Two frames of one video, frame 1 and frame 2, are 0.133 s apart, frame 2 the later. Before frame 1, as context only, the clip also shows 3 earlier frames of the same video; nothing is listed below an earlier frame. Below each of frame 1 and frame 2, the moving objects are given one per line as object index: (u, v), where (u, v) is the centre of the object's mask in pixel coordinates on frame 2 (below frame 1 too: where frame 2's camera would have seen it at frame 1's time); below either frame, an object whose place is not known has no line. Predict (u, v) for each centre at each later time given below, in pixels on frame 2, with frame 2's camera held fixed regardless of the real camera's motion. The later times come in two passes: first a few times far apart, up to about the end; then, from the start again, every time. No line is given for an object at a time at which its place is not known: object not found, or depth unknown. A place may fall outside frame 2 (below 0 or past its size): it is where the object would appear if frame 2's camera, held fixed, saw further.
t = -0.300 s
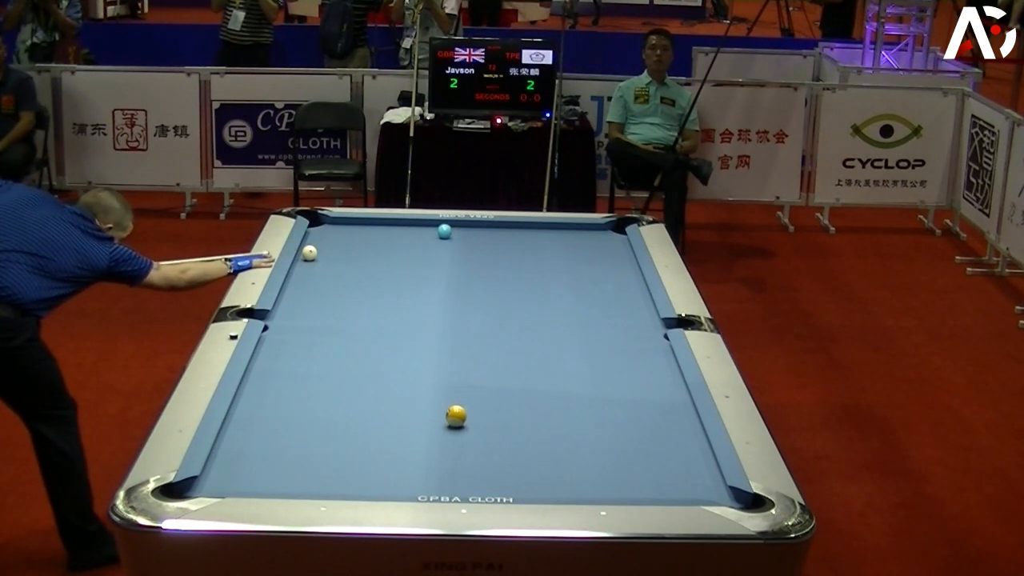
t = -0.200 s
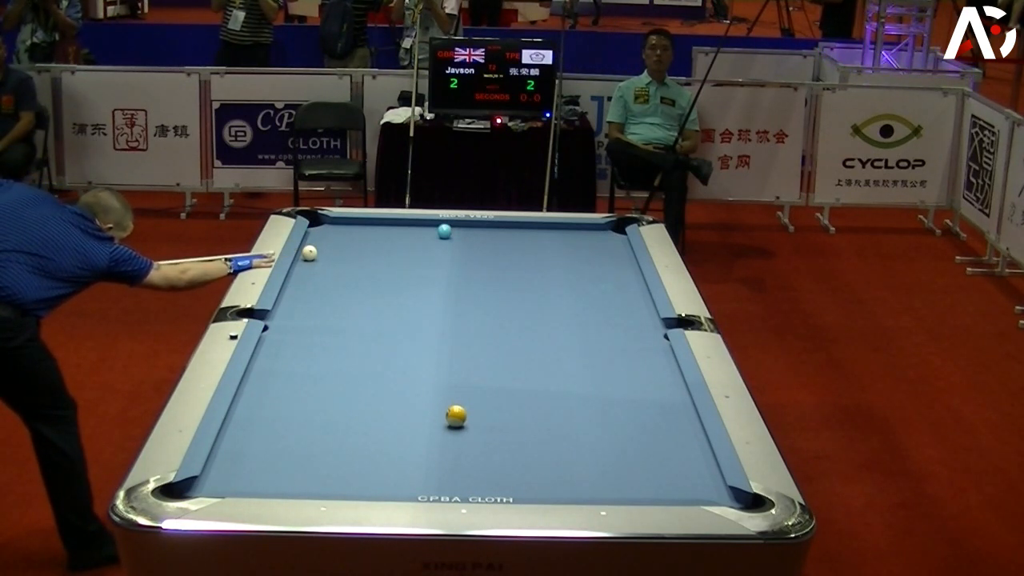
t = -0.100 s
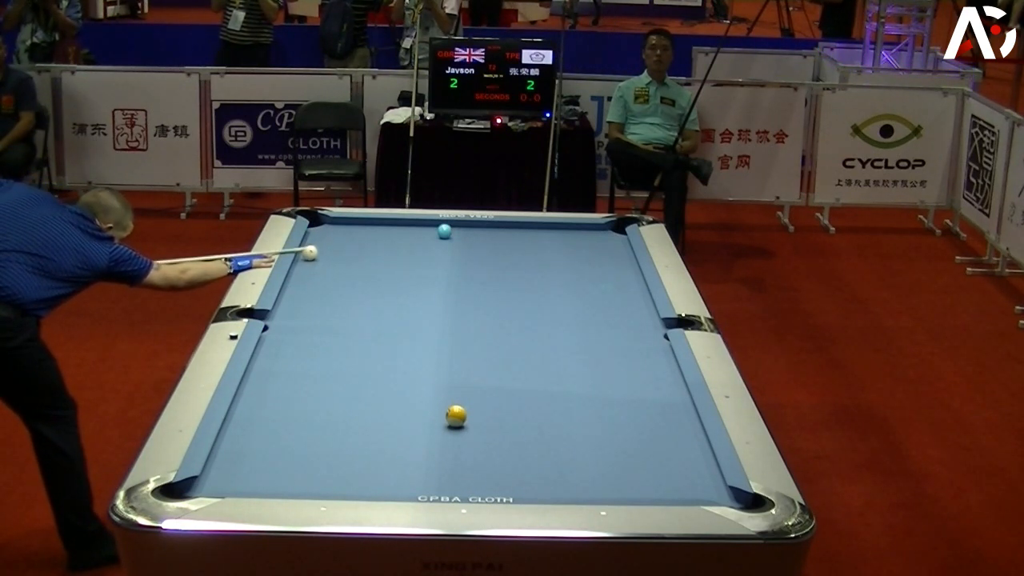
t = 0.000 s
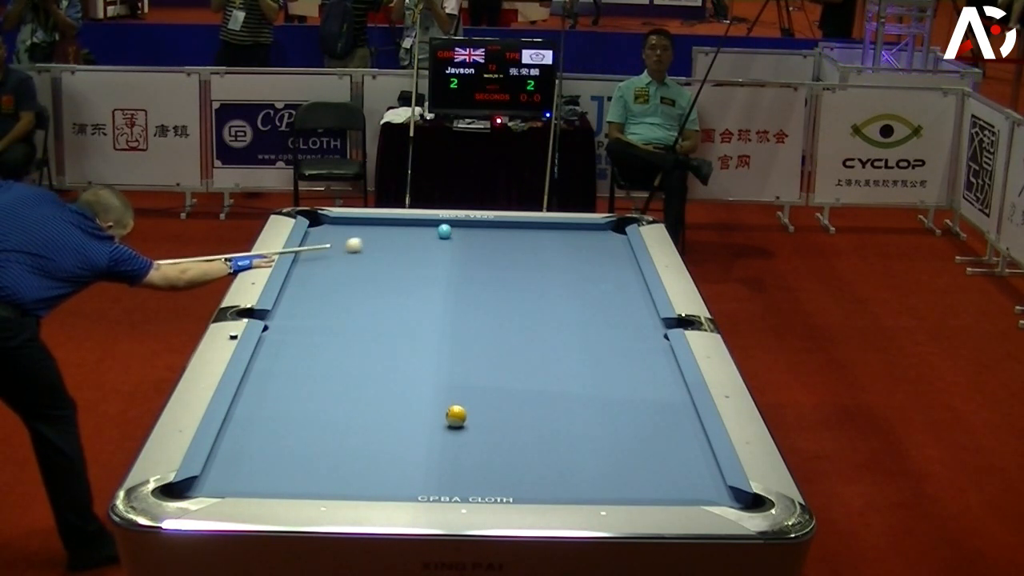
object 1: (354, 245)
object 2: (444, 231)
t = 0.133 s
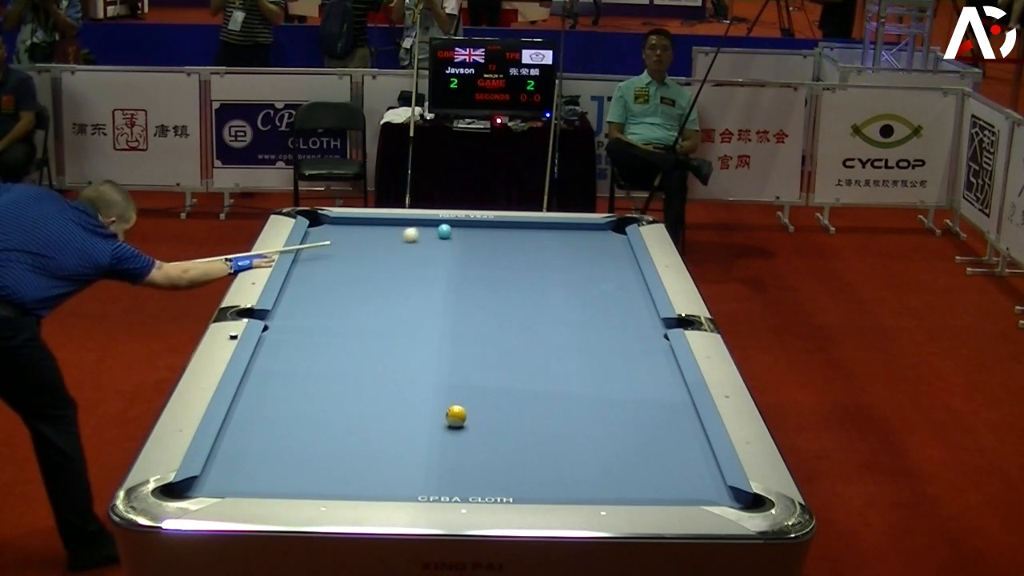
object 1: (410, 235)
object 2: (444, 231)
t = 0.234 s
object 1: (430, 228)
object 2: (465, 231)
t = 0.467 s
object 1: (436, 229)
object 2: (538, 230)
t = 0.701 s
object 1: (445, 236)
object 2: (600, 228)
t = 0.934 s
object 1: (454, 244)
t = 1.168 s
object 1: (463, 251)
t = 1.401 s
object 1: (472, 258)
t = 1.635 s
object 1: (480, 266)
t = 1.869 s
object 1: (488, 273)
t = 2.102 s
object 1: (496, 280)
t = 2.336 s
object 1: (504, 287)
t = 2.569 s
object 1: (512, 293)
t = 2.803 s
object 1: (519, 299)
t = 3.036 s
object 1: (525, 305)
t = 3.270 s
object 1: (532, 312)
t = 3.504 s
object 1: (538, 317)
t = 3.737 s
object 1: (543, 322)
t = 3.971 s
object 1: (549, 327)
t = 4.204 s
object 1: (553, 332)
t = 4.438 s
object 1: (558, 336)
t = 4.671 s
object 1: (562, 340)
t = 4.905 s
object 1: (565, 343)
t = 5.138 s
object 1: (568, 346)
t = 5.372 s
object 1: (570, 349)
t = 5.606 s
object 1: (572, 350)
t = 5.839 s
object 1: (574, 352)
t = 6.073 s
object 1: (575, 353)
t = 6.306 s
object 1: (575, 353)
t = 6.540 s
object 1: (575, 354)
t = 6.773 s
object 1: (575, 354)
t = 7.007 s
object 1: (574, 354)
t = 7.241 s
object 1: (574, 354)
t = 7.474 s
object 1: (574, 354)
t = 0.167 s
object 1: (424, 232)
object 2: (444, 231)
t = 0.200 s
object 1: (429, 230)
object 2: (452, 231)
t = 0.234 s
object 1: (430, 228)
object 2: (465, 231)
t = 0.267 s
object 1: (430, 226)
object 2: (478, 231)
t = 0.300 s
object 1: (431, 224)
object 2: (489, 230)
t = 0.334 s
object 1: (432, 223)
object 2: (500, 230)
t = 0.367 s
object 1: (433, 225)
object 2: (511, 230)
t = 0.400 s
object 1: (434, 226)
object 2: (520, 230)
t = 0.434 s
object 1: (435, 227)
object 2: (529, 230)
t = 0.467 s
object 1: (436, 229)
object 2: (538, 230)
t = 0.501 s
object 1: (437, 229)
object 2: (547, 229)
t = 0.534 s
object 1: (439, 230)
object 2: (556, 230)
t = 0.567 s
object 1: (440, 232)
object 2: (565, 229)
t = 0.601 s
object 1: (441, 233)
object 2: (574, 229)
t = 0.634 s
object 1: (442, 234)
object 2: (583, 229)
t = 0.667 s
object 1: (444, 235)
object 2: (591, 228)
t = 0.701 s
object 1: (445, 236)
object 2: (600, 228)
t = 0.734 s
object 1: (446, 237)
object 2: (608, 228)
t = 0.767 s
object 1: (448, 238)
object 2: (617, 228)
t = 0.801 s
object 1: (449, 239)
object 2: (622, 227)
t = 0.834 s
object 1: (450, 240)
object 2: (622, 227)
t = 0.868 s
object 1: (451, 241)
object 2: (621, 228)
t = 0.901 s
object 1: (453, 242)
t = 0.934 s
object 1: (454, 244)
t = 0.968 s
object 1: (455, 245)
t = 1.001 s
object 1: (457, 246)
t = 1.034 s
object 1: (458, 247)
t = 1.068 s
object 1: (459, 248)
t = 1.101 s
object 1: (460, 249)
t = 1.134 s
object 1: (462, 250)
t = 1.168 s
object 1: (463, 251)
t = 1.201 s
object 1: (464, 252)
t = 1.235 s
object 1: (465, 253)
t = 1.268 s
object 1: (467, 254)
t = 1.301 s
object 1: (468, 255)
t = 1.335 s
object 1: (469, 256)
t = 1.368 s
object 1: (470, 257)
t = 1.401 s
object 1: (472, 258)
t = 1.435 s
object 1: (473, 259)
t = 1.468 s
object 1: (474, 261)
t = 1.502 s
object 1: (475, 261)
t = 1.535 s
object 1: (476, 262)
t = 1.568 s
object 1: (478, 263)
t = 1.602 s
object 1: (479, 264)
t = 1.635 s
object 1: (480, 266)
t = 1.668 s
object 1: (481, 266)
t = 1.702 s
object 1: (482, 268)
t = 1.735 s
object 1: (484, 268)
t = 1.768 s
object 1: (485, 270)
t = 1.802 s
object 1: (486, 271)
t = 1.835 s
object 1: (487, 272)
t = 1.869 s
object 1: (488, 273)
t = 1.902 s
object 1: (489, 274)
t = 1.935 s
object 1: (490, 275)
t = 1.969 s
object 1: (492, 276)
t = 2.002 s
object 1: (493, 277)
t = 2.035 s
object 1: (494, 278)
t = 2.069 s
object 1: (495, 279)
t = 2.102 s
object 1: (496, 280)
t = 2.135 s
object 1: (497, 281)
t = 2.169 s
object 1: (499, 282)
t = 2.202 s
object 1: (500, 283)
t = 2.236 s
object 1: (501, 284)
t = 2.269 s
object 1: (502, 284)
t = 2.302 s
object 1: (503, 285)
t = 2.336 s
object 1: (504, 287)
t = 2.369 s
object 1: (505, 288)
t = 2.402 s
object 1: (506, 288)
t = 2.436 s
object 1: (507, 289)
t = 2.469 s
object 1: (508, 290)
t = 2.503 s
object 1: (509, 291)
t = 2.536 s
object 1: (510, 292)
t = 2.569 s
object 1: (512, 293)
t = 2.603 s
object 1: (512, 294)
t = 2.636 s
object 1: (513, 295)
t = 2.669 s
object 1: (515, 296)
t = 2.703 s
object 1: (516, 297)
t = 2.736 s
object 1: (517, 298)
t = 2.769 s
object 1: (518, 299)
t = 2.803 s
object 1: (519, 299)
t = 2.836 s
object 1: (519, 300)
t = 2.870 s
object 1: (520, 301)
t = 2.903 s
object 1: (521, 302)
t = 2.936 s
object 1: (522, 303)
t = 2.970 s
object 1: (523, 304)
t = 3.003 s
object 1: (524, 305)
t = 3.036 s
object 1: (525, 305)
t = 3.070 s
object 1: (526, 306)
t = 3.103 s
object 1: (527, 307)
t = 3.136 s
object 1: (528, 308)
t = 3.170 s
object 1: (529, 309)
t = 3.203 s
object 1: (530, 310)
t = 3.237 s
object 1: (531, 311)
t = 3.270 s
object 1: (532, 312)
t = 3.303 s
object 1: (533, 313)
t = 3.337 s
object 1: (533, 313)
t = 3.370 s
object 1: (534, 314)
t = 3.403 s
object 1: (535, 315)
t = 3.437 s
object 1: (536, 316)
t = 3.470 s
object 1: (537, 316)
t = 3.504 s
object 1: (538, 317)
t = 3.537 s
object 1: (538, 318)
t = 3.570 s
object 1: (539, 319)
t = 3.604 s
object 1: (540, 319)
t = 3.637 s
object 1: (541, 320)
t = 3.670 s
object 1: (542, 321)
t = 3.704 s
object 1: (543, 322)
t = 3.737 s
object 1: (543, 322)
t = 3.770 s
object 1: (544, 323)
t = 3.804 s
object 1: (545, 324)
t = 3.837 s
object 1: (546, 325)
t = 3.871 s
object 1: (546, 325)
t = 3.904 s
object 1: (547, 326)
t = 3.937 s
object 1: (548, 327)
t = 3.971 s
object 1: (549, 327)
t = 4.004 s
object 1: (550, 328)
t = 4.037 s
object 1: (550, 329)
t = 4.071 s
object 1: (551, 329)
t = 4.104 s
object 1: (552, 330)
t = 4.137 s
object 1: (552, 331)
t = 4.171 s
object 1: (553, 331)
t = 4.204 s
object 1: (553, 332)
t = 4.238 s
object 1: (554, 333)
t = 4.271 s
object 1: (555, 333)
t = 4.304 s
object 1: (556, 334)
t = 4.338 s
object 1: (556, 334)
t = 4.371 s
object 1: (557, 335)
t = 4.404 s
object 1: (557, 335)
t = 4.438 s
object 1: (558, 336)
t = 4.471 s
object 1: (558, 337)
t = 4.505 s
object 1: (559, 337)
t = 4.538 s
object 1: (559, 338)
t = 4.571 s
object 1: (560, 338)
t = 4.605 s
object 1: (561, 339)
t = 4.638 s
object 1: (561, 339)
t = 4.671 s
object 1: (562, 340)
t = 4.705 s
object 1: (562, 340)
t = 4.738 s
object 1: (563, 341)
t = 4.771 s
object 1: (563, 341)
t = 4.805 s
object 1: (564, 342)
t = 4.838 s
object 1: (564, 342)
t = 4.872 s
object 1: (565, 343)
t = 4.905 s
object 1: (565, 343)
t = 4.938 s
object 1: (566, 344)
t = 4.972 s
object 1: (566, 344)
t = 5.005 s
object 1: (566, 345)
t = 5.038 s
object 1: (567, 345)
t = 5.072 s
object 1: (567, 345)
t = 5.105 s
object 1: (568, 346)
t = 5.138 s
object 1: (568, 346)
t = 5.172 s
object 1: (568, 347)
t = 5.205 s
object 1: (569, 347)
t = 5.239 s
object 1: (569, 347)
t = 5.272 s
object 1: (570, 348)
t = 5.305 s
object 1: (570, 348)
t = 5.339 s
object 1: (570, 348)
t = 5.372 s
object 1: (570, 349)
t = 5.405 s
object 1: (571, 349)
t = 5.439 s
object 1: (571, 349)
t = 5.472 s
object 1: (571, 349)
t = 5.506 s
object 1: (571, 350)
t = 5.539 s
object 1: (572, 350)
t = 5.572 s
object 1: (572, 350)
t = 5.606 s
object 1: (572, 350)
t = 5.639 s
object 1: (573, 351)
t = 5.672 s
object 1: (573, 351)
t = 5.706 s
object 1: (573, 351)
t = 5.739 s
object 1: (573, 351)
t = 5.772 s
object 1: (573, 352)
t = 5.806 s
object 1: (573, 352)
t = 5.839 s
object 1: (574, 352)
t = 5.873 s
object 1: (574, 352)
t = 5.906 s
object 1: (574, 352)
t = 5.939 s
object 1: (574, 352)
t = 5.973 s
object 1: (574, 352)
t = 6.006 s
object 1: (574, 353)
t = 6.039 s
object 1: (575, 353)
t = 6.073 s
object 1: (575, 353)
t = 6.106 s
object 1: (575, 353)
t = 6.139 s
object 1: (575, 353)
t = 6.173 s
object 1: (575, 353)
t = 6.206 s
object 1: (575, 353)
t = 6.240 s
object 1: (575, 353)
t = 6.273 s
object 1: (575, 353)
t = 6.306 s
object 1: (575, 353)
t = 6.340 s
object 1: (575, 353)
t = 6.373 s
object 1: (575, 354)
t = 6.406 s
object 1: (575, 354)
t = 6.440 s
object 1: (575, 354)
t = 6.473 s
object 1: (575, 354)
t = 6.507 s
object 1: (575, 354)
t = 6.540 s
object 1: (575, 354)
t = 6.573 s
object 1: (575, 354)
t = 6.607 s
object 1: (575, 353)
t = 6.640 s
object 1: (575, 353)
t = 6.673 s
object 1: (575, 354)
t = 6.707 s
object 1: (575, 353)
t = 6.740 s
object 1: (575, 354)
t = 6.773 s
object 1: (575, 354)
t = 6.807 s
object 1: (575, 354)
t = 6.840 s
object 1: (575, 354)
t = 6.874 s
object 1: (575, 354)
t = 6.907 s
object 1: (574, 354)
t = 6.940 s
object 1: (574, 354)
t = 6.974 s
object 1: (574, 354)
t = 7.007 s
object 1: (574, 354)
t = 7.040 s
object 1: (574, 354)
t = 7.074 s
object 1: (574, 354)
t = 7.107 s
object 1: (574, 354)
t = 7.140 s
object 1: (574, 354)
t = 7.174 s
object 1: (574, 354)
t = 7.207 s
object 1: (574, 354)
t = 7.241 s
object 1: (574, 354)
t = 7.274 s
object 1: (575, 354)
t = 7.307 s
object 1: (574, 354)
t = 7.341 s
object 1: (575, 354)
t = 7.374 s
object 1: (574, 354)
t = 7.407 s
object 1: (574, 354)
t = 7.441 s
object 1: (574, 354)
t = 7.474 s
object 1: (574, 354)
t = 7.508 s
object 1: (574, 354)
